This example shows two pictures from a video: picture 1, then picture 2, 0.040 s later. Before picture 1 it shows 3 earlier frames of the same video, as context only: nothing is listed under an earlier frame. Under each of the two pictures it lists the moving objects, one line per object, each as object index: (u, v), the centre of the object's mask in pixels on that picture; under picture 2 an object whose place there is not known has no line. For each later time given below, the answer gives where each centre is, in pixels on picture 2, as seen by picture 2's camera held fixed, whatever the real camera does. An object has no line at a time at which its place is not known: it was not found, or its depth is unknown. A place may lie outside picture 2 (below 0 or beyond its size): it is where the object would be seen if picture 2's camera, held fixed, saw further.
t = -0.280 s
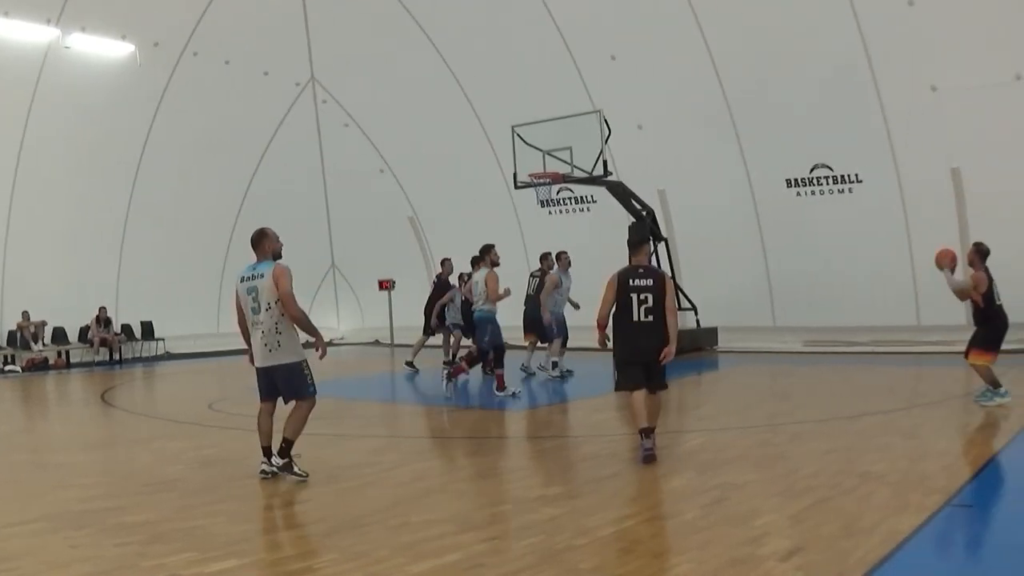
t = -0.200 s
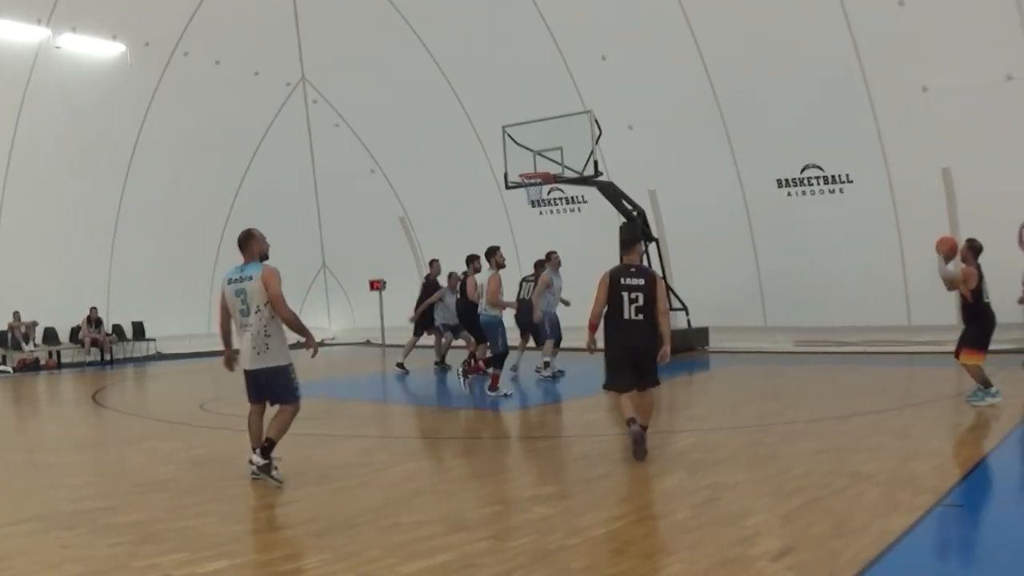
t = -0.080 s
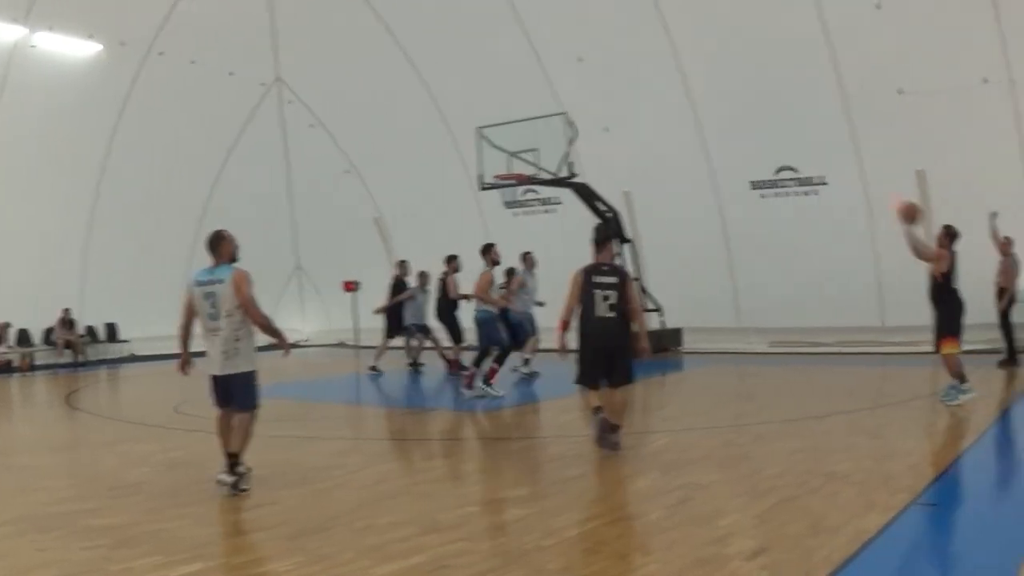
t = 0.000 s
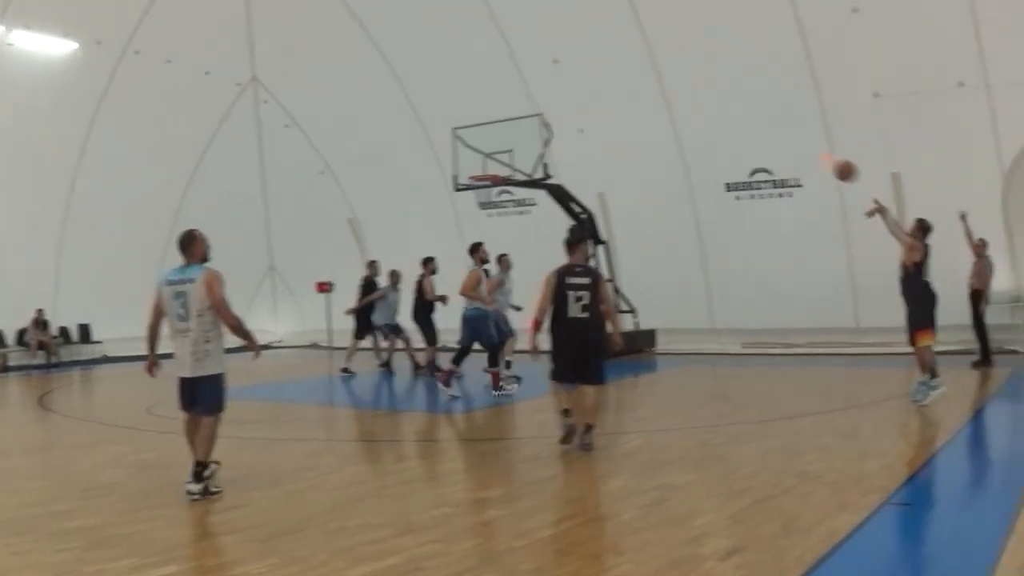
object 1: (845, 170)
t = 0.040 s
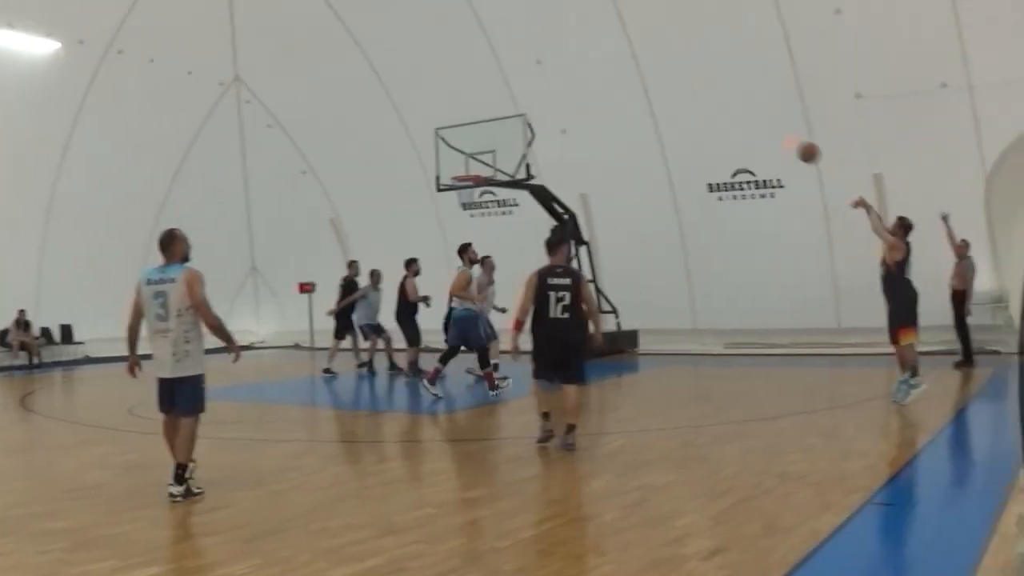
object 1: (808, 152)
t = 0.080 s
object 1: (781, 136)
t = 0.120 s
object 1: (754, 121)
